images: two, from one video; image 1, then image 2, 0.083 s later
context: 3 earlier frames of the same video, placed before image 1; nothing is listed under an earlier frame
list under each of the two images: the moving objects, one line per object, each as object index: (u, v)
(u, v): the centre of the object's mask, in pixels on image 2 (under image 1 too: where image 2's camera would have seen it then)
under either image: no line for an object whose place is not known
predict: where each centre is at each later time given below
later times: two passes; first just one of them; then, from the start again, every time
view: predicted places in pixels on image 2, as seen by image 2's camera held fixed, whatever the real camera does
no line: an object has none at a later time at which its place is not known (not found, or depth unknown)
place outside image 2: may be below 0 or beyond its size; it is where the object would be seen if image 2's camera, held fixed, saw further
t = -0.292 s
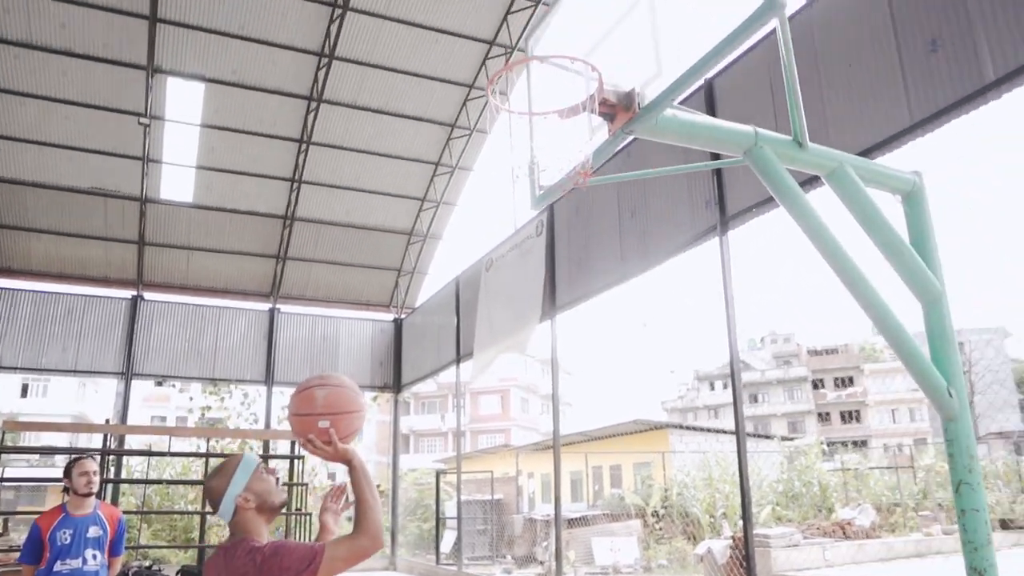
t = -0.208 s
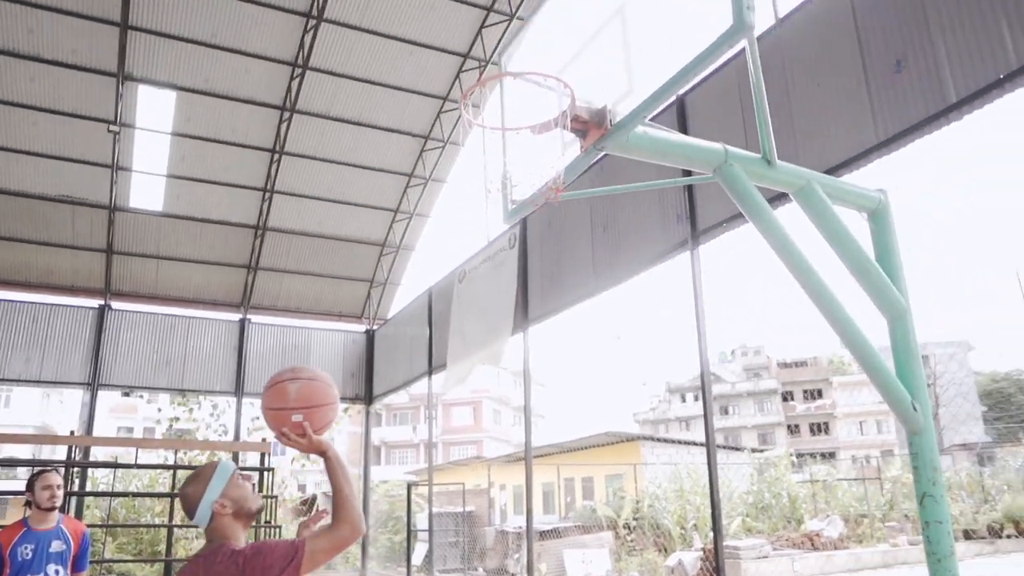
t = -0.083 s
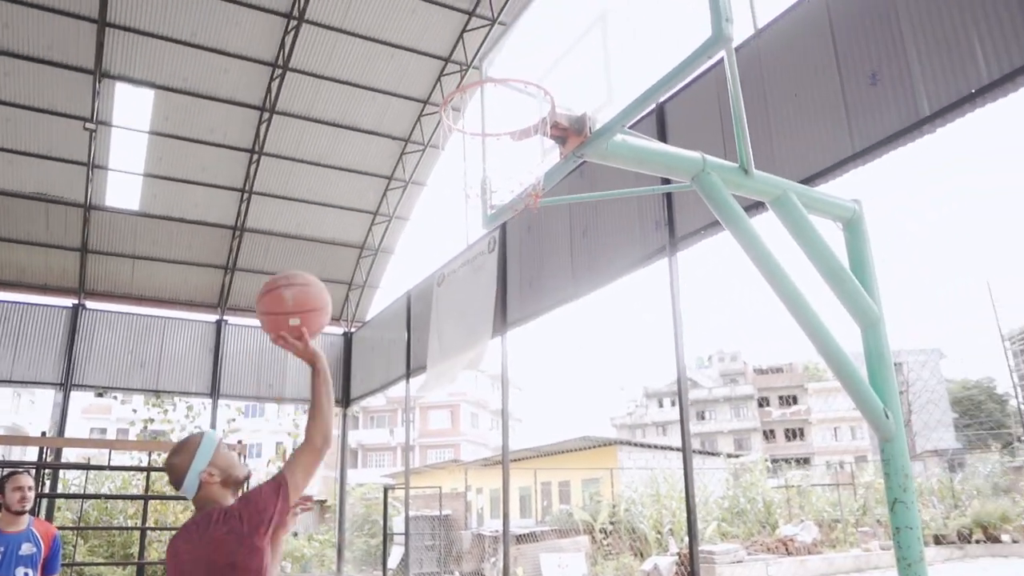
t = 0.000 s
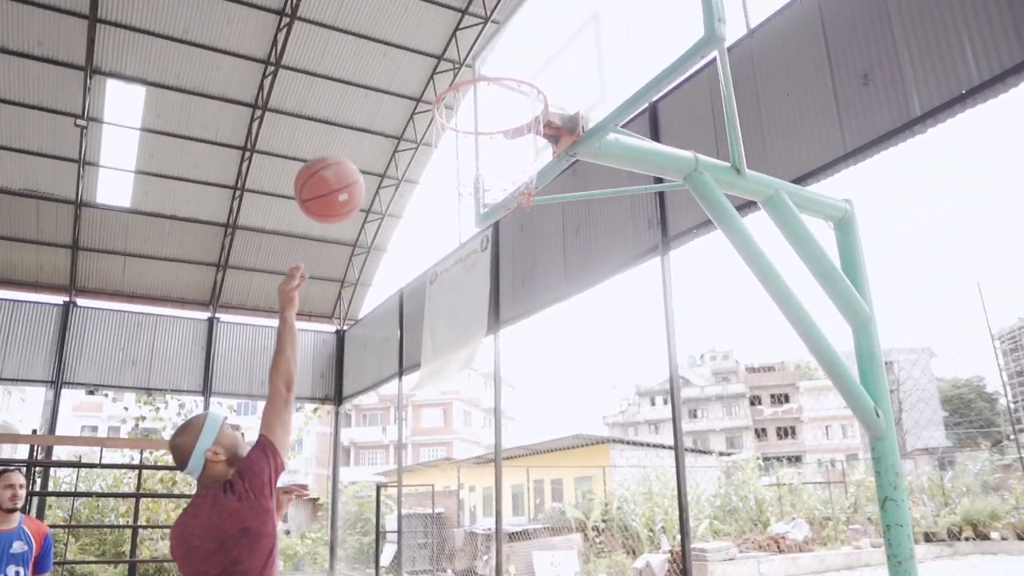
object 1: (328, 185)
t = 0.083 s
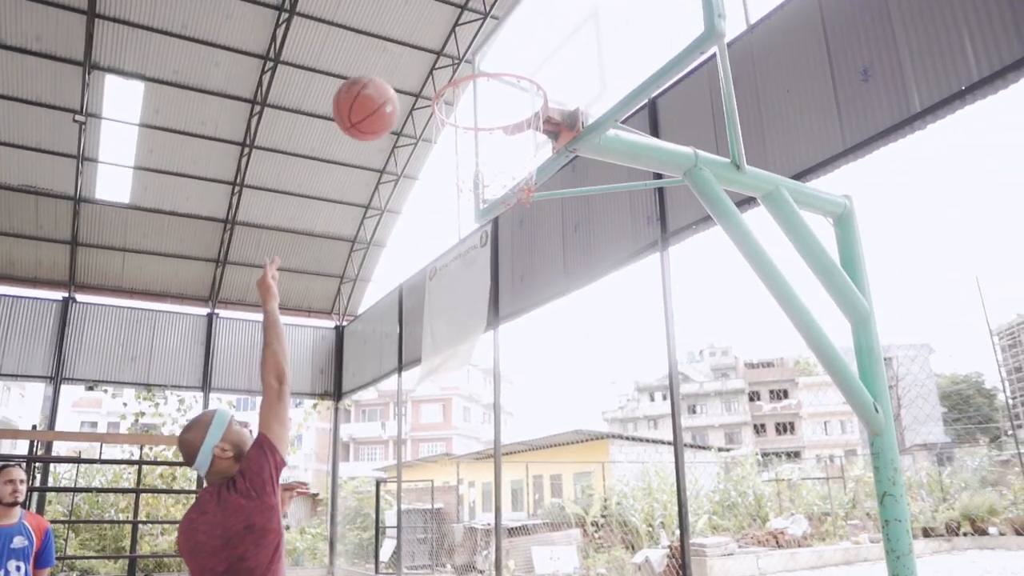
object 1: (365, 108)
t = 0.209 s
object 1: (415, 34)
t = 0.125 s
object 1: (383, 78)
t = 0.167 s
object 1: (399, 53)
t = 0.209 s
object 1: (415, 34)
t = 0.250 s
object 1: (433, 24)
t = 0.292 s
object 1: (446, 20)
